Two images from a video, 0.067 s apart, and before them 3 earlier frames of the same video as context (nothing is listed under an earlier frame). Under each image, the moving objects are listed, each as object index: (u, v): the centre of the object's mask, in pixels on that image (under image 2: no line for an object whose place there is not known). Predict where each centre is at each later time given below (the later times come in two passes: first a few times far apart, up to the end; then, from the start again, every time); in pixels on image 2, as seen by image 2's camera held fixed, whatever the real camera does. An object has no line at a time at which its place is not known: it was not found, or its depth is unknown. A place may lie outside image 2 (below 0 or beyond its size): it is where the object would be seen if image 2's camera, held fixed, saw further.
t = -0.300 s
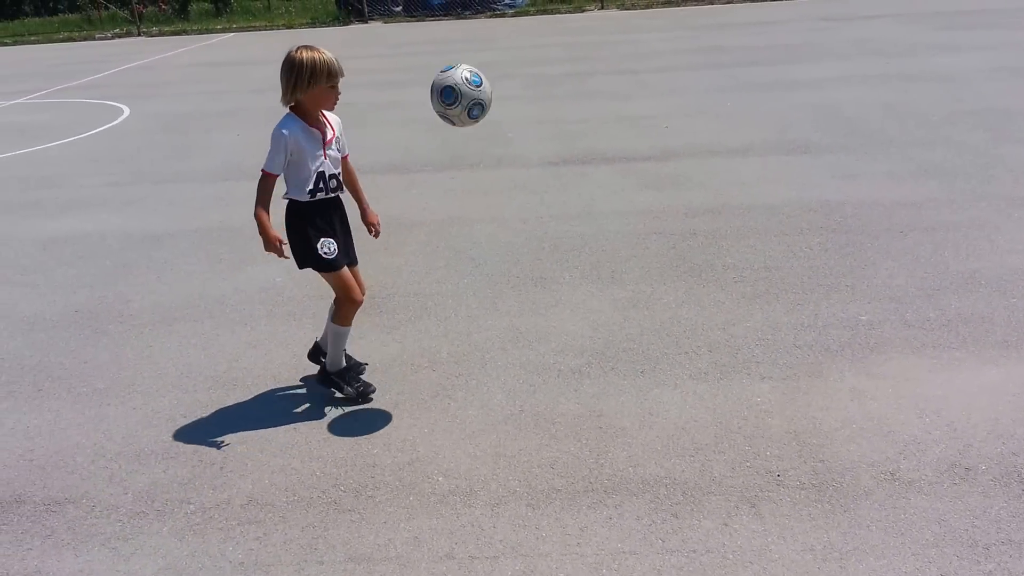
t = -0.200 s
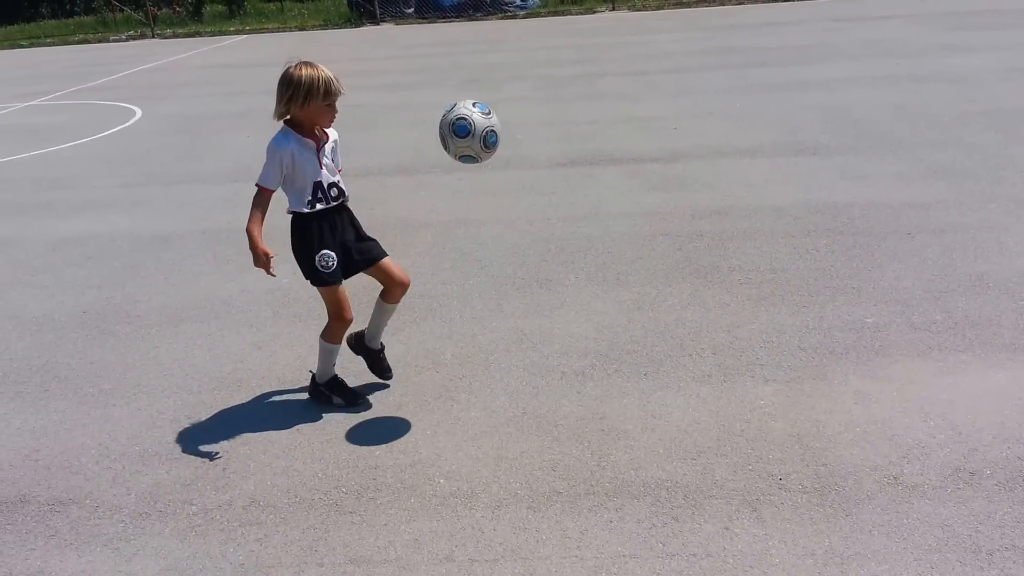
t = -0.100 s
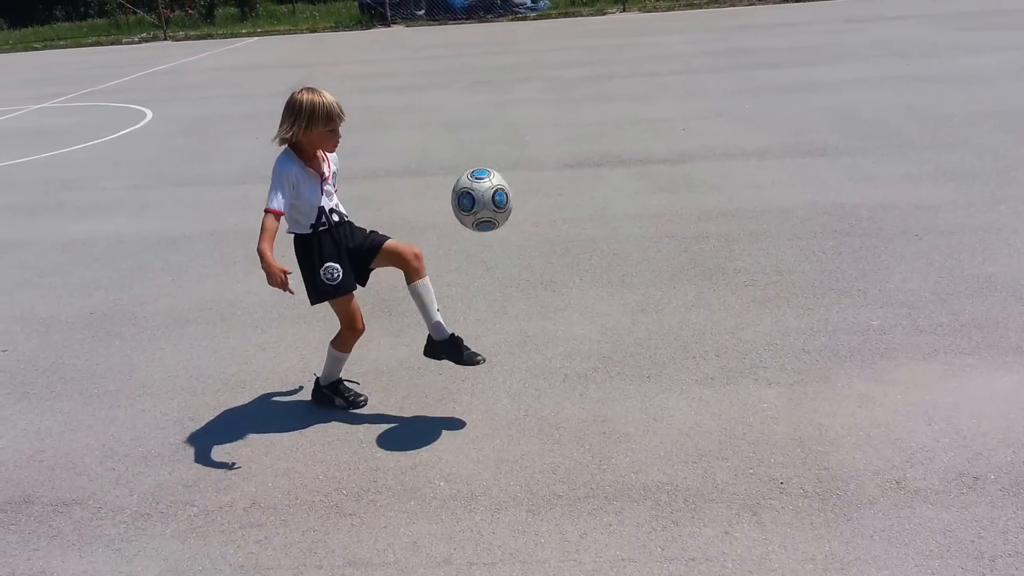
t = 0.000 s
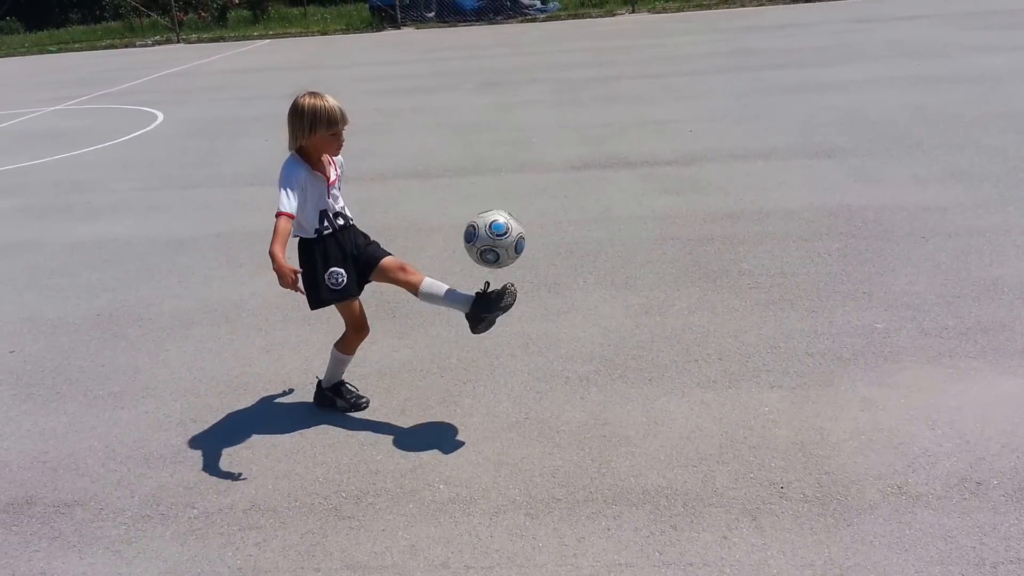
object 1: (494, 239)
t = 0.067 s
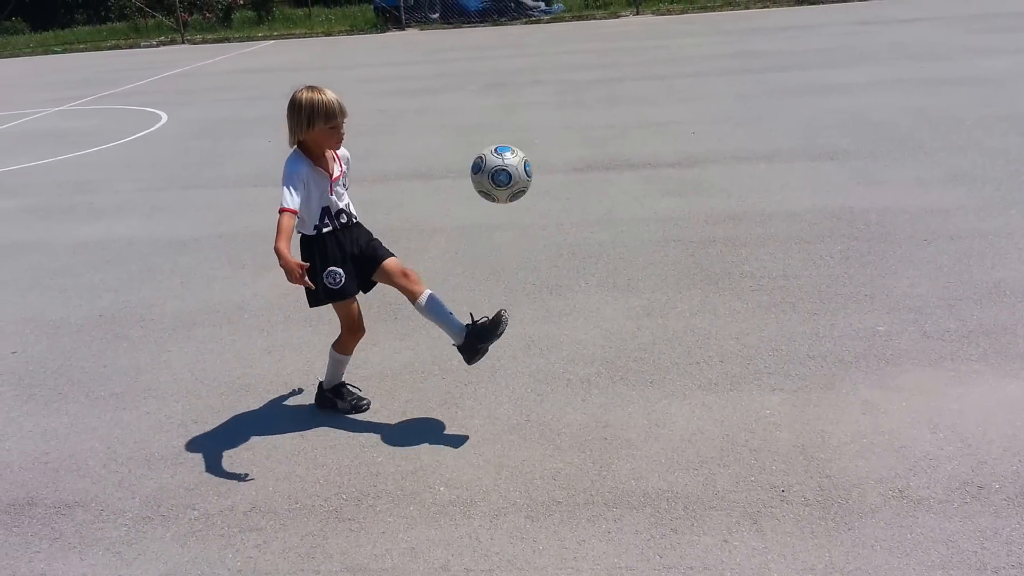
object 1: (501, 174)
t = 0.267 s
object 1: (520, 45)
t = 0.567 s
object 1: (565, 67)
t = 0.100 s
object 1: (504, 145)
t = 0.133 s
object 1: (507, 118)
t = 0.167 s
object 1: (510, 95)
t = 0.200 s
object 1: (514, 75)
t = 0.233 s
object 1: (517, 58)
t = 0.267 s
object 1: (520, 45)
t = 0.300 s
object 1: (524, 35)
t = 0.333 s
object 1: (529, 28)
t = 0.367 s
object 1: (534, 24)
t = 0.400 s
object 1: (540, 24)
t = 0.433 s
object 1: (545, 27)
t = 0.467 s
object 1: (549, 33)
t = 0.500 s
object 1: (554, 42)
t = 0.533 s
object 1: (559, 53)
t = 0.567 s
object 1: (565, 67)
